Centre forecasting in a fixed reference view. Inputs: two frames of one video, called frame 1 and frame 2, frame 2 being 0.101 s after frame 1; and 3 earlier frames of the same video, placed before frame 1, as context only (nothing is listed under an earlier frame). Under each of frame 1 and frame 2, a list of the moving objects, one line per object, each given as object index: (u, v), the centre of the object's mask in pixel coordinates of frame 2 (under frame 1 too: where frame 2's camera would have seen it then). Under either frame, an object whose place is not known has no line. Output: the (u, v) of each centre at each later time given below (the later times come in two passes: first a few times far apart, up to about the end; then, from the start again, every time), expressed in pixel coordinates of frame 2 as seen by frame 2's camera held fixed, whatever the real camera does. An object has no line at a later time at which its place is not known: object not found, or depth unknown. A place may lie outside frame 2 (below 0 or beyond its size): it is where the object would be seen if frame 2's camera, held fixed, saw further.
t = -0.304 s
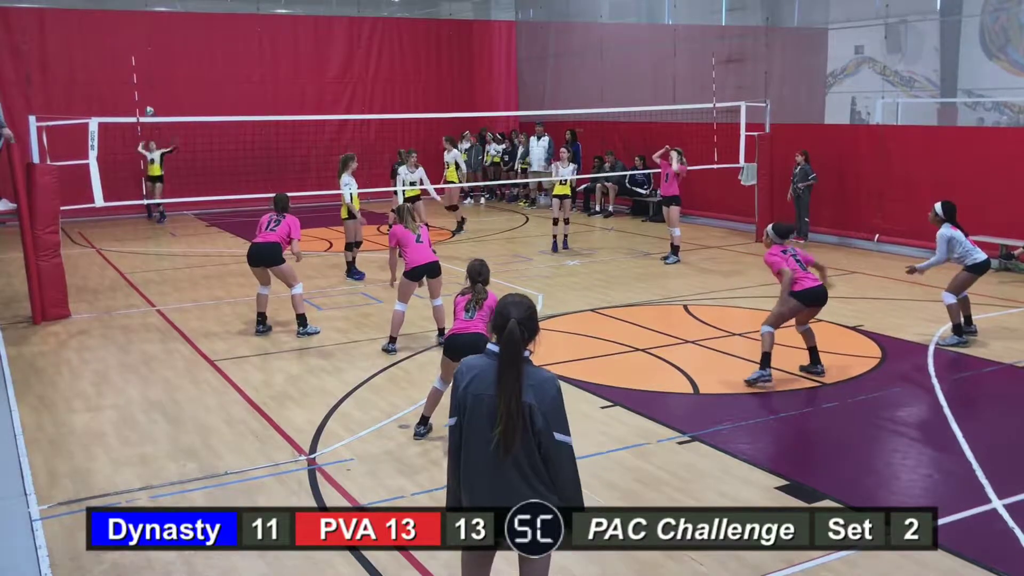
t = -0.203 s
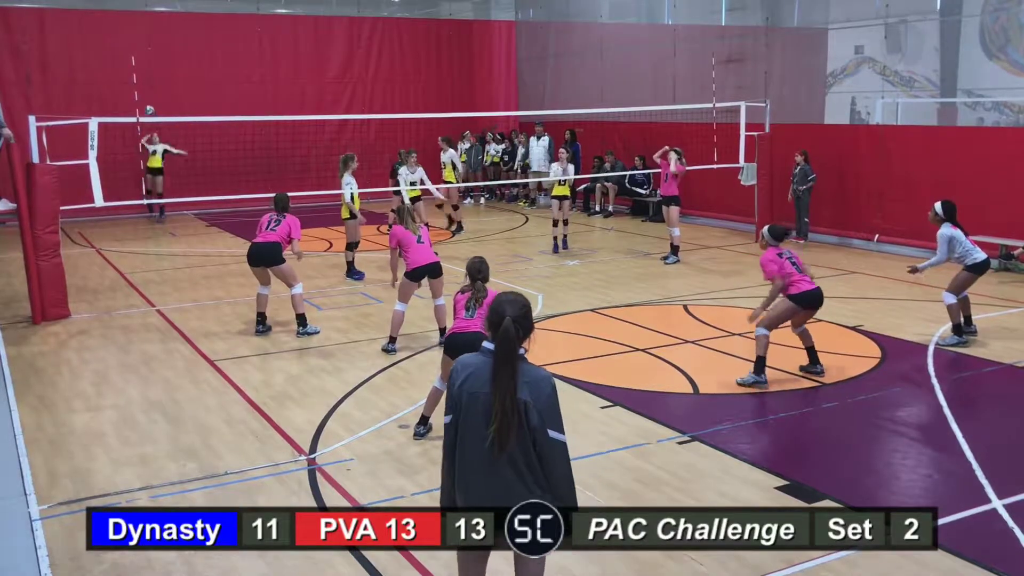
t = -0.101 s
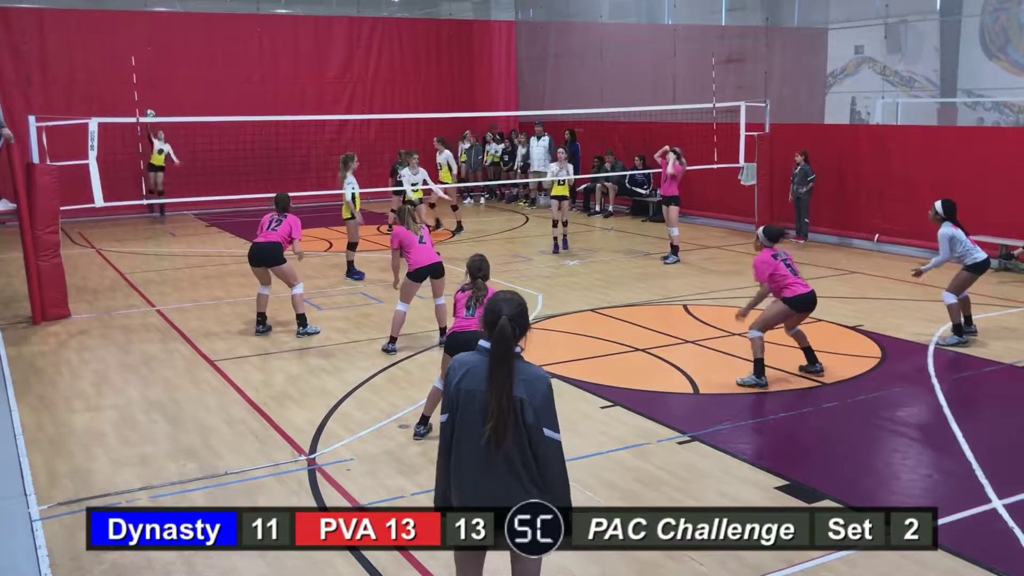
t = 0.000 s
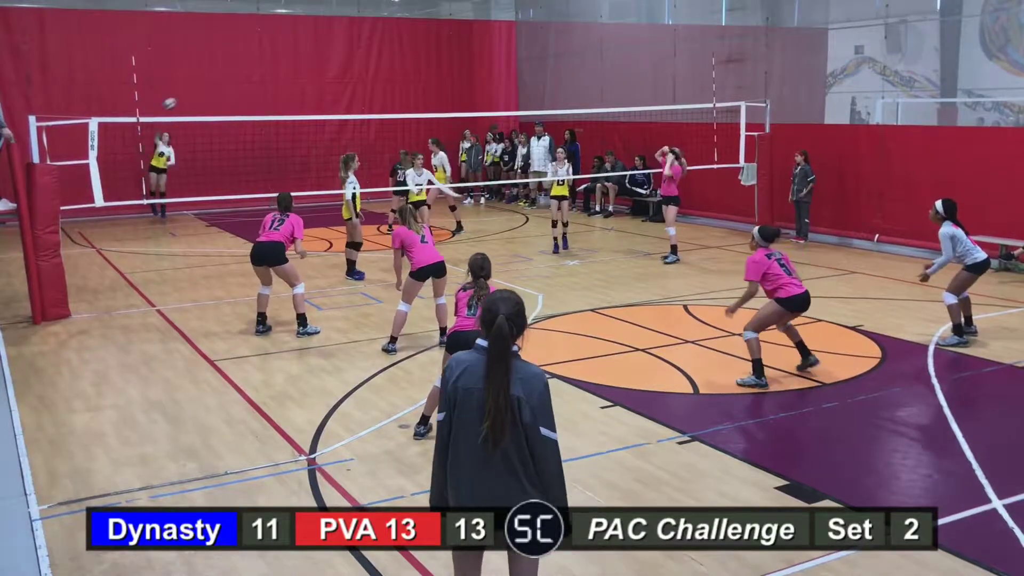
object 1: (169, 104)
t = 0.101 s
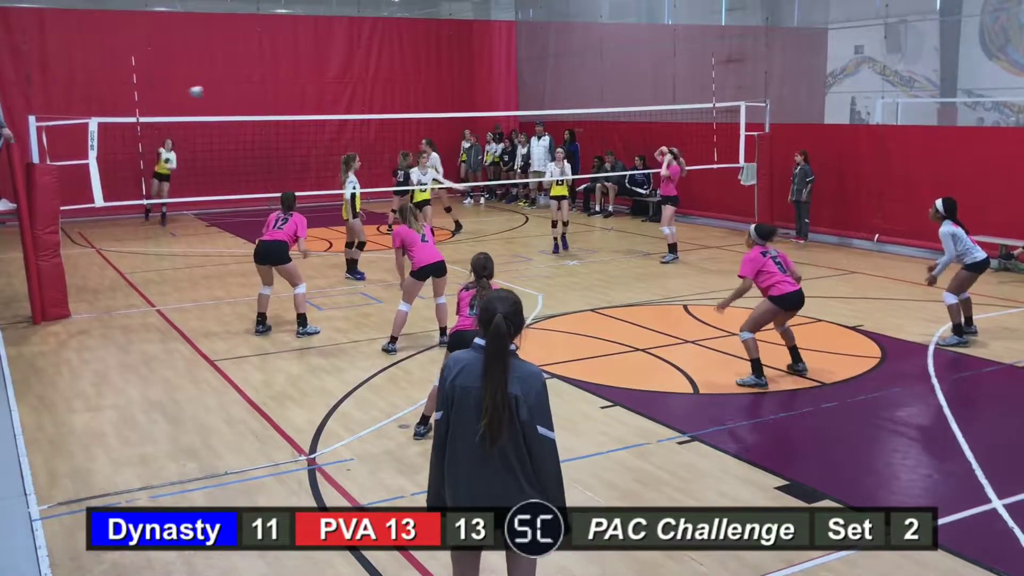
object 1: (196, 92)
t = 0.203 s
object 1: (227, 84)
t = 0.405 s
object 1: (304, 86)
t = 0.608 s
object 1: (407, 117)
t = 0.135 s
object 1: (206, 88)
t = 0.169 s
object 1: (216, 85)
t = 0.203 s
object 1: (227, 84)
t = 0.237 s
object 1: (239, 83)
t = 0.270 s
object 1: (251, 83)
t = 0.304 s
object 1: (264, 83)
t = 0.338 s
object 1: (276, 83)
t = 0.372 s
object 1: (290, 85)
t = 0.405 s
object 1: (304, 86)
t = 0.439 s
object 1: (319, 89)
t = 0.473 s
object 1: (335, 93)
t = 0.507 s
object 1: (352, 96)
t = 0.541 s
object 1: (370, 103)
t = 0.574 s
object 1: (387, 109)
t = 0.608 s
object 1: (407, 117)
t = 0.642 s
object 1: (427, 127)
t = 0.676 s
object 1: (447, 138)
